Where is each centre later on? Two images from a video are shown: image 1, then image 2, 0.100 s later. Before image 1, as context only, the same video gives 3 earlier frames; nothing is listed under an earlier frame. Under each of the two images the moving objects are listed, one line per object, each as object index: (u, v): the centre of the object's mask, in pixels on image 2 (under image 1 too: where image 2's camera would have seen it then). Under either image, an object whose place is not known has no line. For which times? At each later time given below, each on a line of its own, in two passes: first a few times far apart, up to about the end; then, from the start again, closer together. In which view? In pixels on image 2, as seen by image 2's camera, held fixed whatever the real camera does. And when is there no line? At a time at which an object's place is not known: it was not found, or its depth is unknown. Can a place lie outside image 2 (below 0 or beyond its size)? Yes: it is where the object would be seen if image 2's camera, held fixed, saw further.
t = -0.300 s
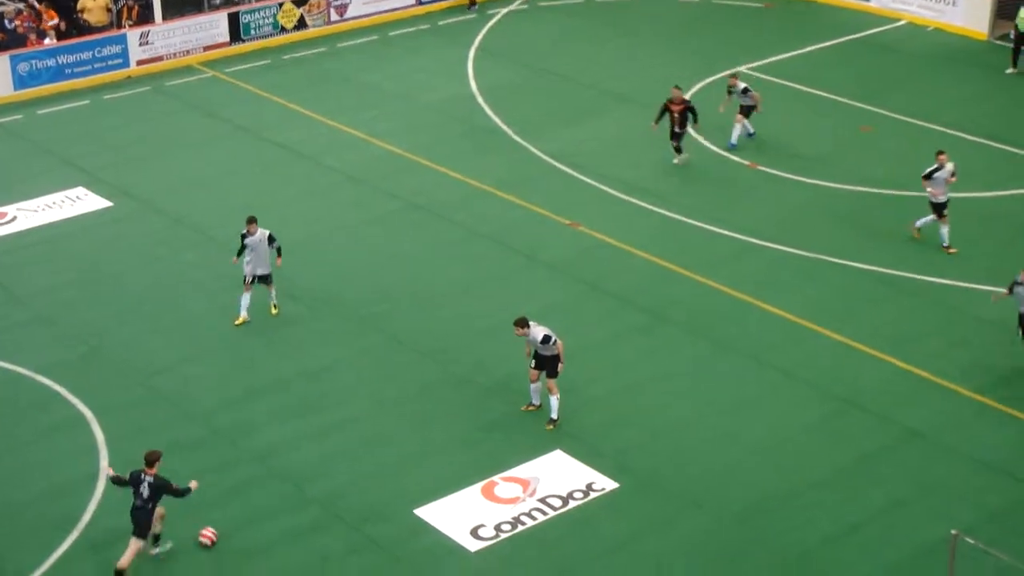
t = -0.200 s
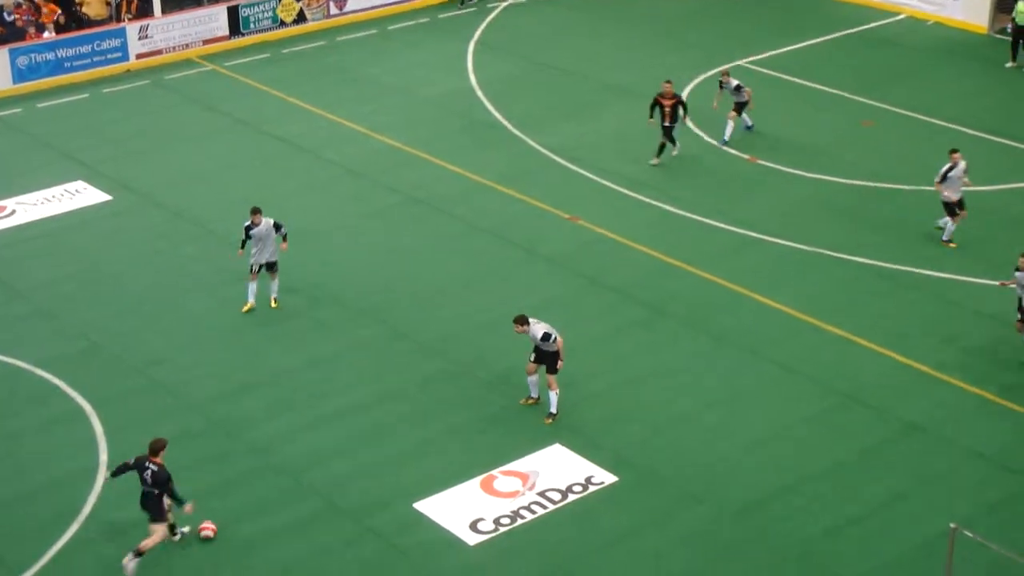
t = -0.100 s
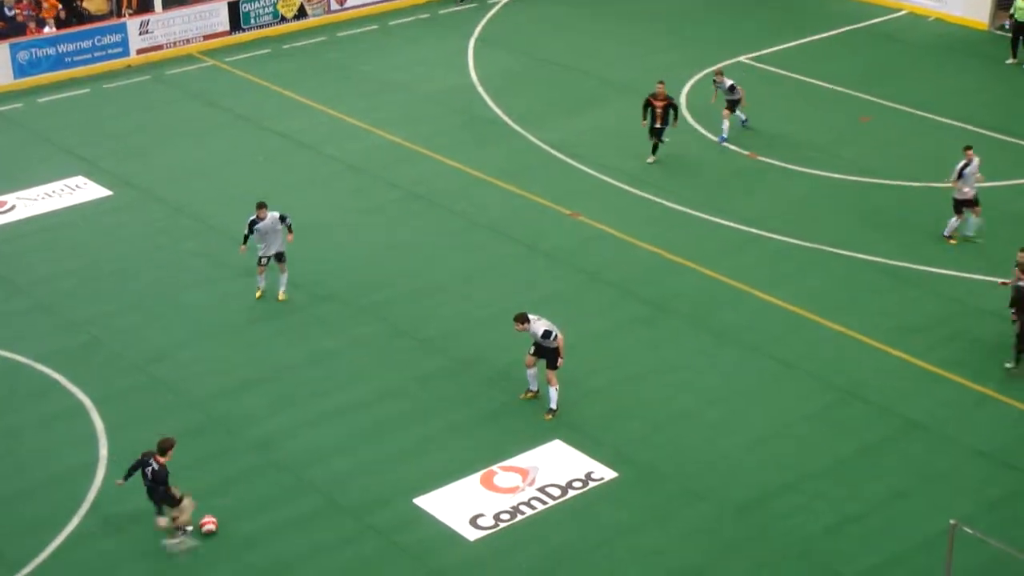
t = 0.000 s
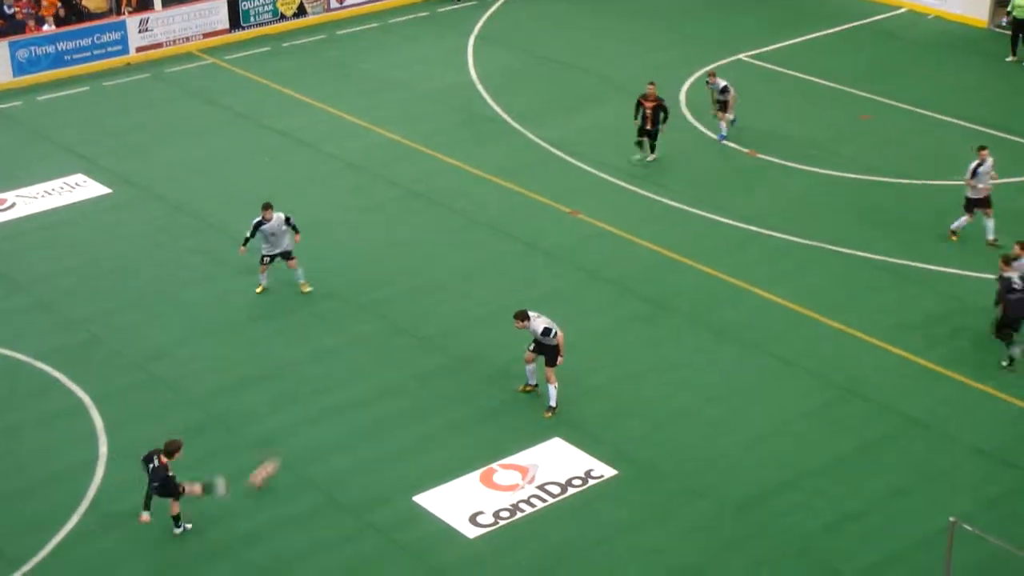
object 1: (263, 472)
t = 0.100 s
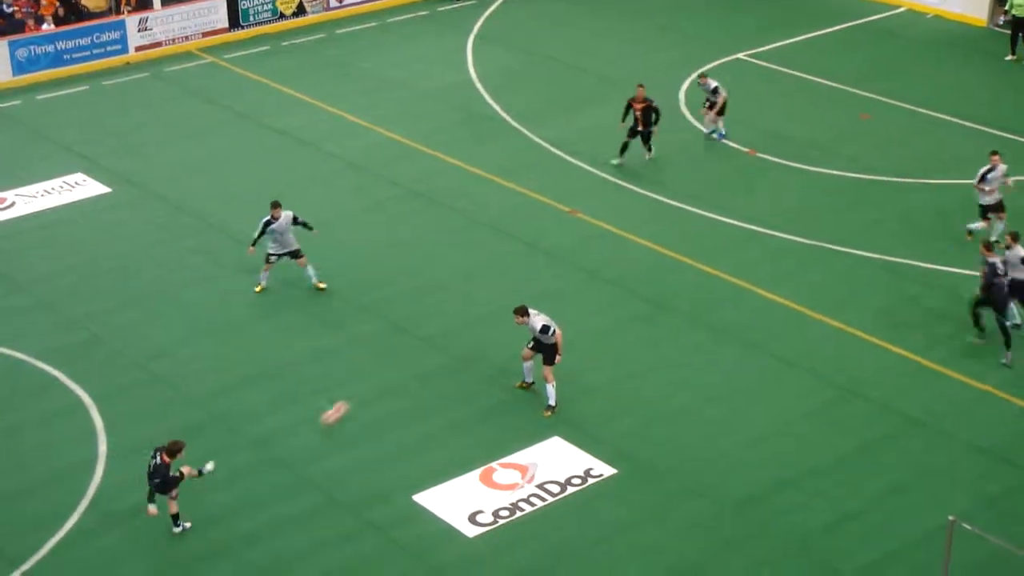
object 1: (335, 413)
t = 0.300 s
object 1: (442, 331)
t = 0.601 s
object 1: (541, 245)
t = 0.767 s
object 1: (575, 206)
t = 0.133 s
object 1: (355, 396)
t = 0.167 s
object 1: (376, 382)
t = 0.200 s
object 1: (396, 370)
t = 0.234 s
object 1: (412, 358)
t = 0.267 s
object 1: (429, 344)
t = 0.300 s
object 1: (442, 331)
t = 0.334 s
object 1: (455, 317)
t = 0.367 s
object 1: (468, 304)
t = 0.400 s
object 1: (480, 293)
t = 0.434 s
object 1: (492, 284)
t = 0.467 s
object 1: (502, 274)
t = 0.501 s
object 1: (513, 265)
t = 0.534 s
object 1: (523, 260)
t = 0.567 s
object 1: (533, 253)
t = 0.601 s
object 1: (541, 245)
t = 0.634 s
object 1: (549, 235)
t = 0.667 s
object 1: (555, 225)
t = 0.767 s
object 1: (575, 206)
